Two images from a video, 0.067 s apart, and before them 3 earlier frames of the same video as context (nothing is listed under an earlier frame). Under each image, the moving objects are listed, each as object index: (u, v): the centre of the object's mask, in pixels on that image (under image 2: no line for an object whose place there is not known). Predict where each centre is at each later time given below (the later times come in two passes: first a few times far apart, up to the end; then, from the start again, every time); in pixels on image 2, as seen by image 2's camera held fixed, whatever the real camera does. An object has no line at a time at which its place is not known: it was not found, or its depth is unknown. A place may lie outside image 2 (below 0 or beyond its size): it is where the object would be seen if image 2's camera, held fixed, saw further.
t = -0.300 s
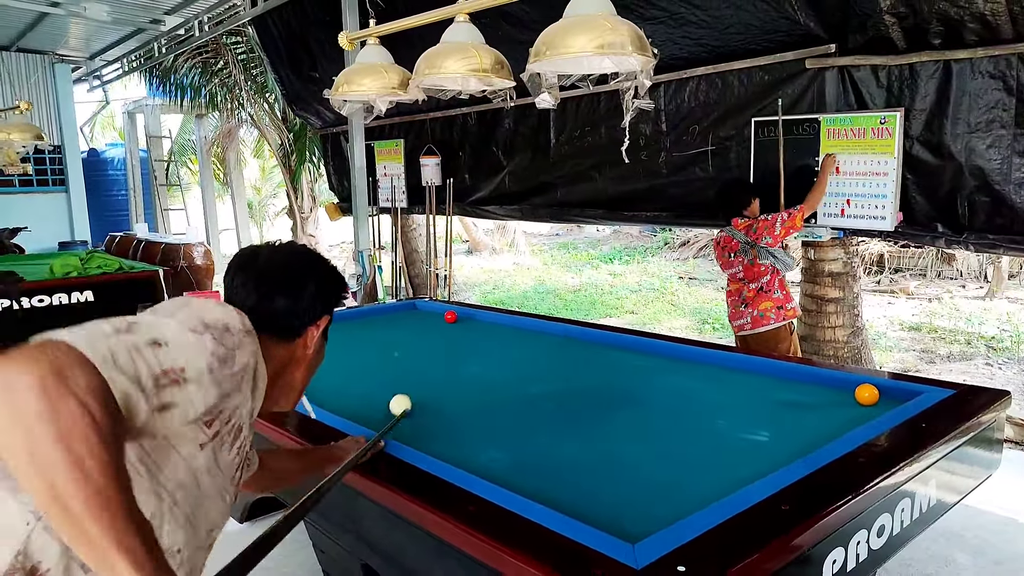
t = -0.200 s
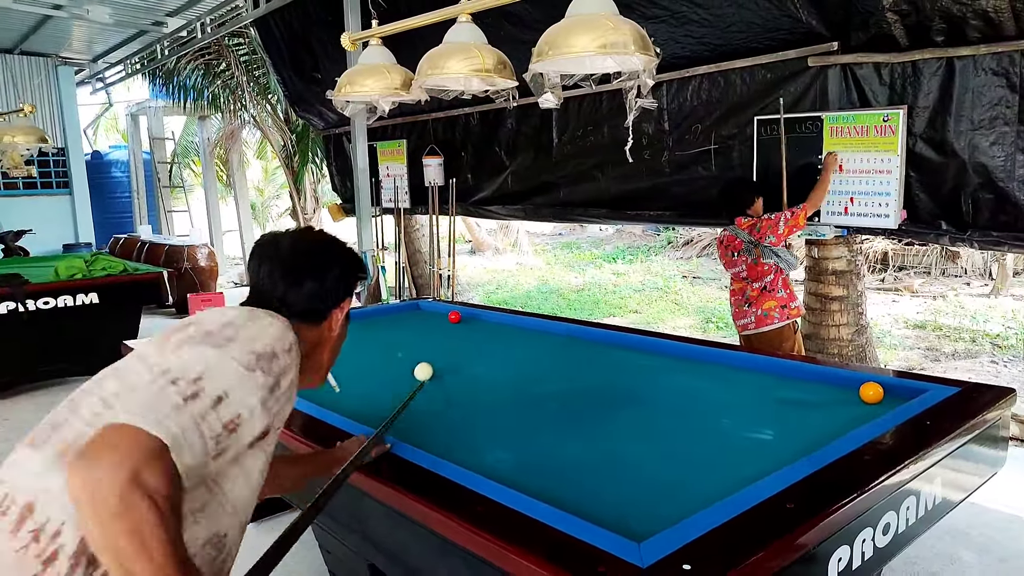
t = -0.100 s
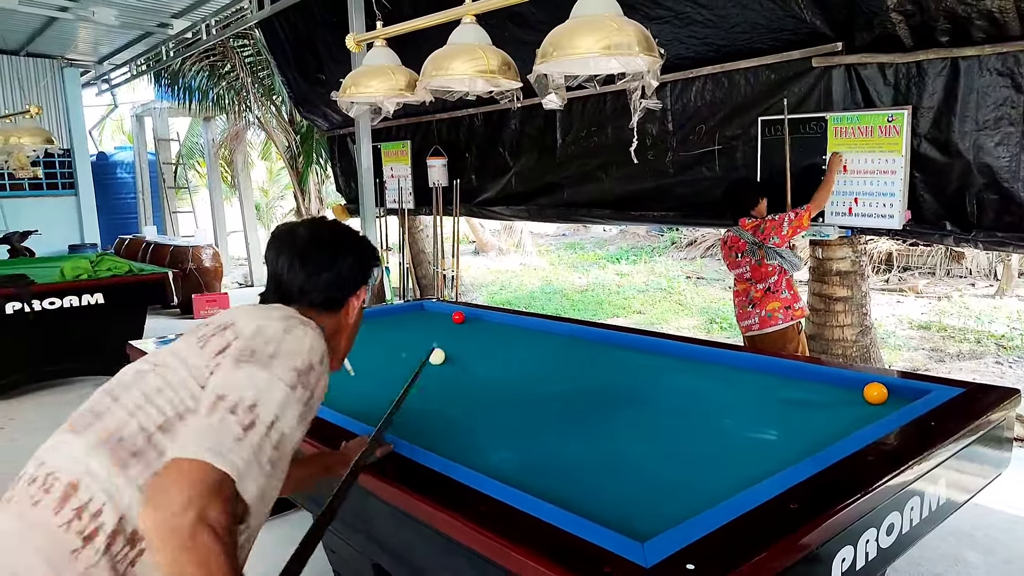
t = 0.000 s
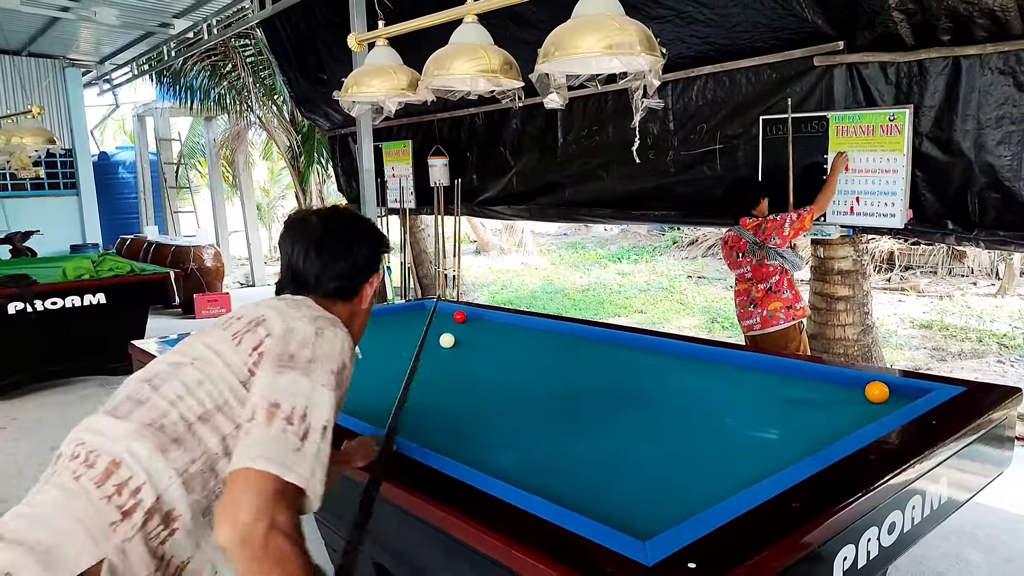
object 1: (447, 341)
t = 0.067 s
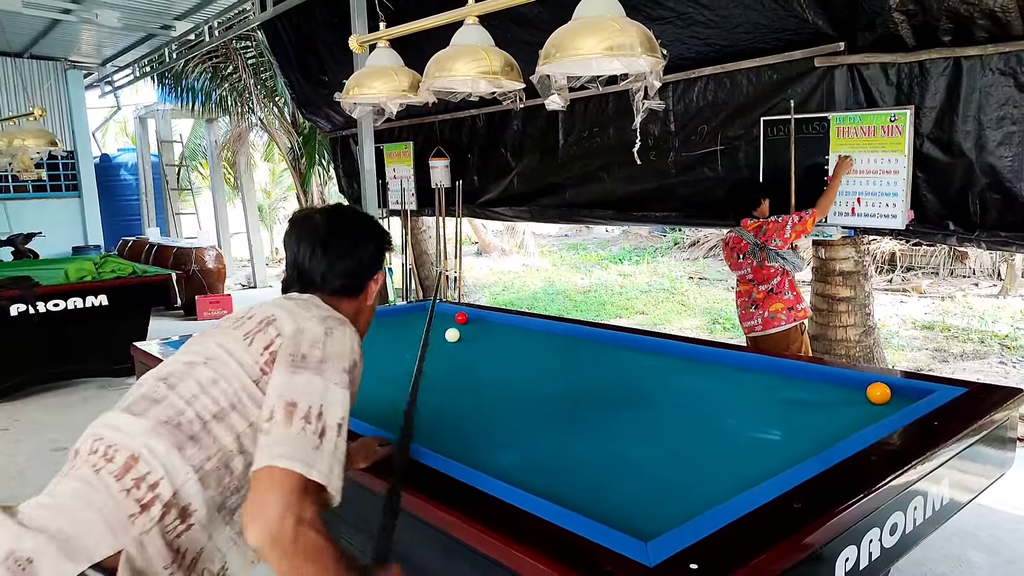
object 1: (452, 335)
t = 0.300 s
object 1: (465, 319)
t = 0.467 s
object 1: (472, 316)
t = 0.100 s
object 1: (454, 331)
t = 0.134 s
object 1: (458, 325)
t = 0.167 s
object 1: (459, 323)
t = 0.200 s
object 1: (460, 320)
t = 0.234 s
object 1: (463, 320)
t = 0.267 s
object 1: (464, 320)
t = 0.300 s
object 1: (465, 319)
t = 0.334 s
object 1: (466, 319)
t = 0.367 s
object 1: (470, 319)
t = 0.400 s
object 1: (470, 317)
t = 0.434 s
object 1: (470, 317)
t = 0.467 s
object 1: (472, 316)
